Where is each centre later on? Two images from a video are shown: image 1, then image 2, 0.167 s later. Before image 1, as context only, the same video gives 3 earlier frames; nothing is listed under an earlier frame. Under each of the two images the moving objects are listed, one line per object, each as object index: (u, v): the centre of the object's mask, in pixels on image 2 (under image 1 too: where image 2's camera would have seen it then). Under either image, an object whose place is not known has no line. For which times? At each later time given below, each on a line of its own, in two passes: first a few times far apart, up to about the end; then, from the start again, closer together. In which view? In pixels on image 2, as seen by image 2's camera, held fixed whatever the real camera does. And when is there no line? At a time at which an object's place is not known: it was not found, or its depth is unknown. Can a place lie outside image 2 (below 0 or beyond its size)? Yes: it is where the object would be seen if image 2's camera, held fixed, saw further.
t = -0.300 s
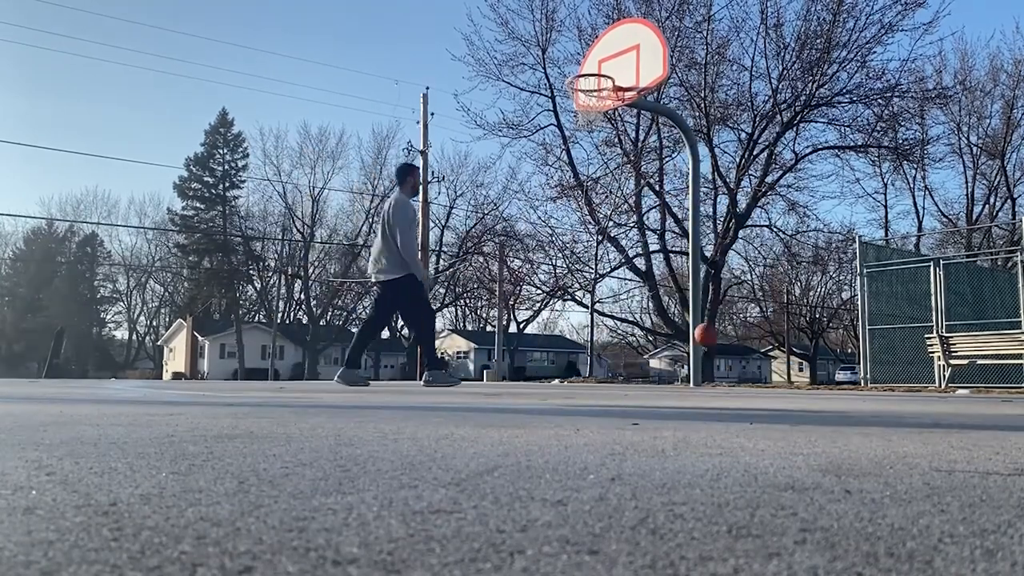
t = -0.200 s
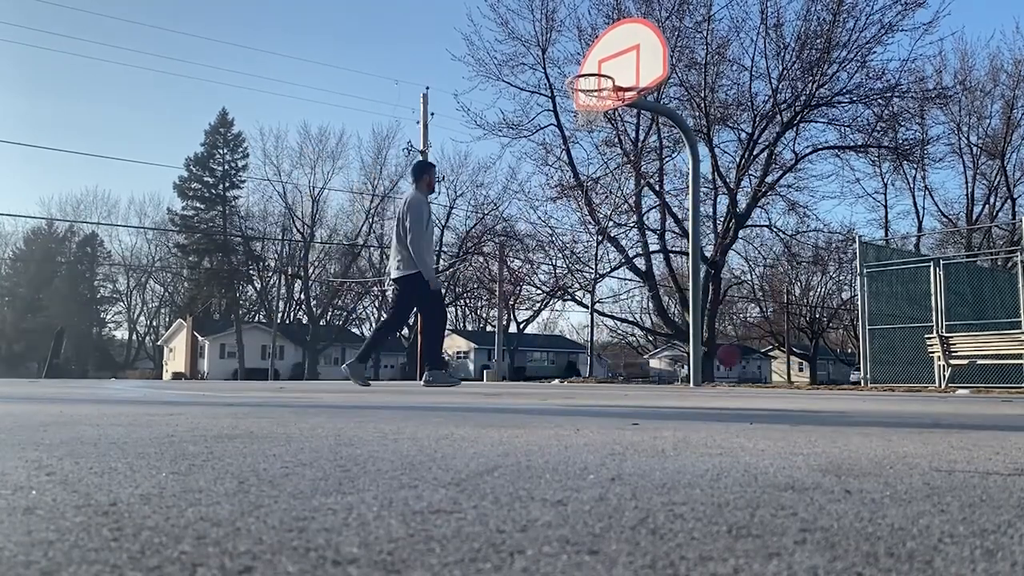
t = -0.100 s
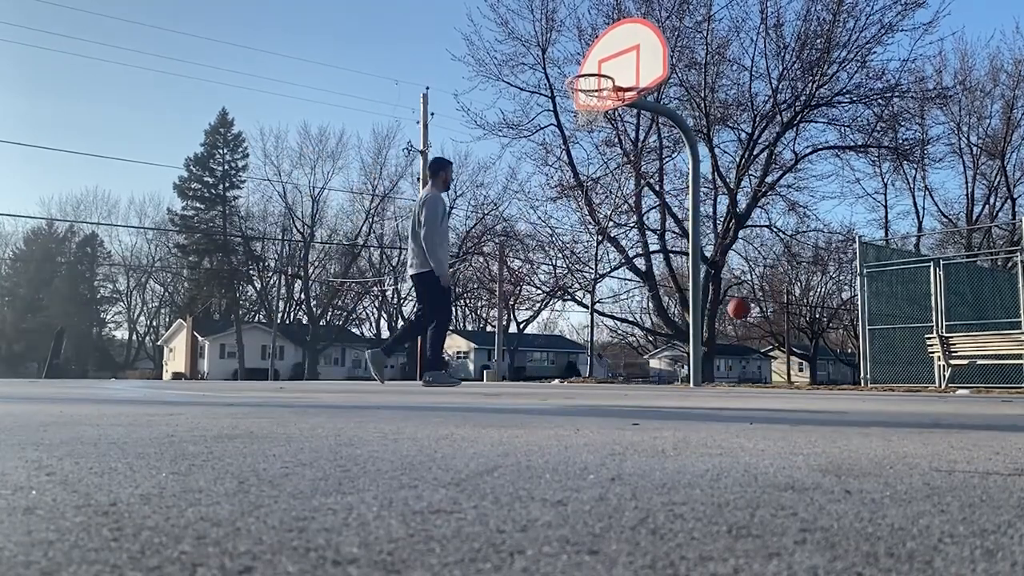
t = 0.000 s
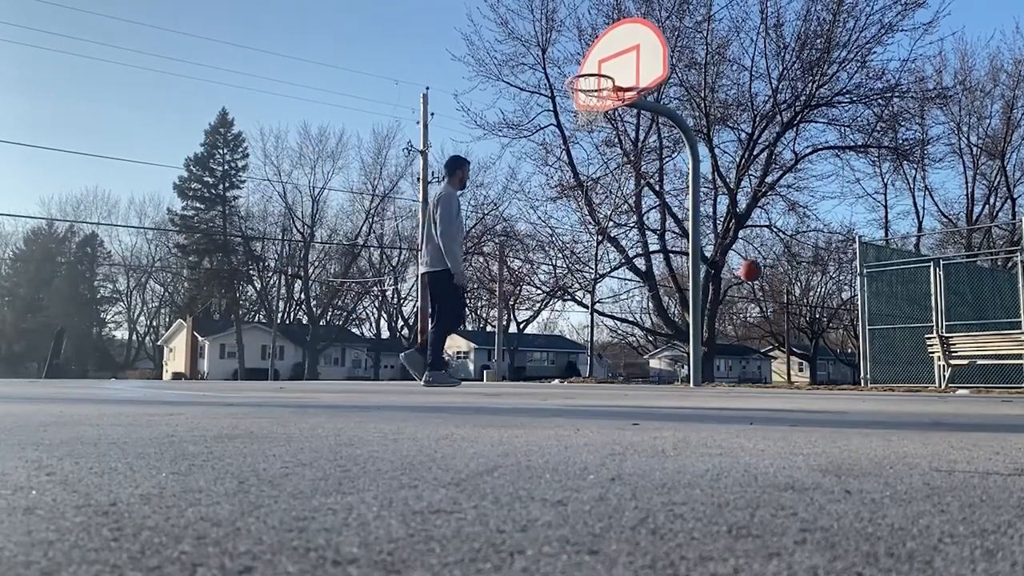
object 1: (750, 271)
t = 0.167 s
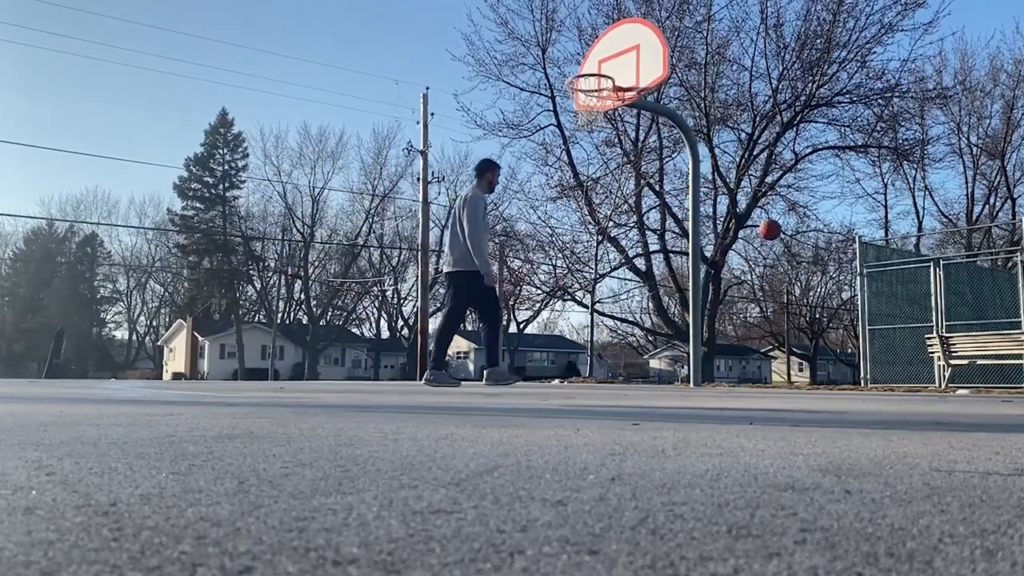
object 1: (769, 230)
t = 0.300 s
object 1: (785, 215)
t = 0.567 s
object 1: (816, 231)
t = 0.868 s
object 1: (852, 317)
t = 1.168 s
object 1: (876, 340)
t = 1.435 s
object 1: (891, 321)
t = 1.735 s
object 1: (909, 366)
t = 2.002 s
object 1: (918, 359)
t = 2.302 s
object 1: (931, 380)
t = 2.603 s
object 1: (946, 379)
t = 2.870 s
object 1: (960, 383)
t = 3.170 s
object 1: (970, 383)
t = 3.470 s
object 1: (979, 382)
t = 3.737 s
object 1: (985, 382)
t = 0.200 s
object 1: (774, 225)
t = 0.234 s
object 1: (777, 221)
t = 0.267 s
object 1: (781, 218)
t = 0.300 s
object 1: (785, 215)
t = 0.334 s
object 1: (789, 214)
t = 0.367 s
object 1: (793, 213)
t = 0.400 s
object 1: (796, 214)
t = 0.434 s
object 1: (800, 216)
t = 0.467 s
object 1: (804, 218)
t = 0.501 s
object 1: (808, 221)
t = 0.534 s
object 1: (812, 226)
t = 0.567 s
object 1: (816, 231)
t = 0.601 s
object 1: (821, 237)
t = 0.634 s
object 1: (825, 245)
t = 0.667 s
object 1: (828, 252)
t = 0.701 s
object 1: (832, 261)
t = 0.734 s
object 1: (835, 271)
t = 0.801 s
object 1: (842, 292)
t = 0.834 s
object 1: (848, 305)
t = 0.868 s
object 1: (852, 317)
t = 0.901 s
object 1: (855, 332)
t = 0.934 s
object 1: (860, 348)
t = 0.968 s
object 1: (863, 363)
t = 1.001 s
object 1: (868, 379)
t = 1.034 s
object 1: (870, 373)
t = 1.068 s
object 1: (872, 363)
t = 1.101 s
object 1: (873, 354)
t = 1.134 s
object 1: (874, 347)
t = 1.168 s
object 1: (876, 340)
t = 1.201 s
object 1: (879, 334)
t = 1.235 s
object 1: (880, 329)
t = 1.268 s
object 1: (882, 325)
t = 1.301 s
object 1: (884, 323)
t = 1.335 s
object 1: (885, 320)
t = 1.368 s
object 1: (887, 320)
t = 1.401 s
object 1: (889, 319)
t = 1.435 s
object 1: (891, 321)
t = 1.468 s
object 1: (893, 322)
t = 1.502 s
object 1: (895, 324)
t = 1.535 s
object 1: (896, 328)
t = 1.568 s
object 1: (898, 332)
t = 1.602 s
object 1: (899, 338)
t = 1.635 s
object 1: (901, 343)
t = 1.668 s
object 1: (904, 350)
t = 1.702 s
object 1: (905, 357)
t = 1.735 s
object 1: (909, 366)
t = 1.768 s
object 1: (910, 376)
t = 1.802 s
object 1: (912, 381)
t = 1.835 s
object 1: (913, 377)
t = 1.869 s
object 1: (914, 371)
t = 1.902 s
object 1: (915, 367)
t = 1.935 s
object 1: (916, 363)
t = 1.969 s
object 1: (918, 360)
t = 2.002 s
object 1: (918, 359)
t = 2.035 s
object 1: (920, 358)
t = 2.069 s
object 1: (921, 358)
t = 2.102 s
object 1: (922, 359)
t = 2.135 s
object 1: (924, 360)
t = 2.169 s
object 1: (925, 362)
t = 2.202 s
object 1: (926, 366)
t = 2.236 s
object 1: (928, 369)
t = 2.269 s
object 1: (929, 374)
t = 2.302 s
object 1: (931, 380)
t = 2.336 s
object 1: (932, 381)
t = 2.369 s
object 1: (934, 380)
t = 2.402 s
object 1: (935, 378)
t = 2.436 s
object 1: (938, 375)
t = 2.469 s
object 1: (939, 374)
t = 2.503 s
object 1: (941, 374)
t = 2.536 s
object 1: (942, 375)
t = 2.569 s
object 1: (944, 377)
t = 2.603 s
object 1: (946, 379)
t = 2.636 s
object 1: (948, 381)
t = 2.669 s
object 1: (950, 382)
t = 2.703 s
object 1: (952, 382)
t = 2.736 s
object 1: (954, 382)
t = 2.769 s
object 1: (955, 382)
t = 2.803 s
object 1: (956, 383)
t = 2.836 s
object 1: (958, 384)
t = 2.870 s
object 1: (960, 383)
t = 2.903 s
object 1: (962, 383)
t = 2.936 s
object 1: (963, 383)
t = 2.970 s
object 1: (964, 383)
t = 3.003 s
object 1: (965, 383)
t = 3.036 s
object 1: (967, 383)
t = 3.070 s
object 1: (968, 383)
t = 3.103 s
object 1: (968, 383)
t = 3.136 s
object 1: (969, 383)
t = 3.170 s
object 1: (970, 383)
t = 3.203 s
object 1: (971, 383)
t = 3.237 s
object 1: (972, 383)
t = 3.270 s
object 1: (973, 383)
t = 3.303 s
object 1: (974, 383)
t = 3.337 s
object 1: (975, 383)
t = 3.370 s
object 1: (977, 382)
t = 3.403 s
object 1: (977, 382)
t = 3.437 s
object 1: (979, 383)
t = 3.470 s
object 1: (979, 382)
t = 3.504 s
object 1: (980, 382)
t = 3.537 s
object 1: (982, 382)
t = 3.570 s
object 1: (982, 383)
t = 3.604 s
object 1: (983, 383)
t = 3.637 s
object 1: (984, 383)
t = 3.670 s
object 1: (985, 383)
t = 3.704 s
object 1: (985, 382)
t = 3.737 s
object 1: (985, 382)
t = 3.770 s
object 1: (986, 382)
